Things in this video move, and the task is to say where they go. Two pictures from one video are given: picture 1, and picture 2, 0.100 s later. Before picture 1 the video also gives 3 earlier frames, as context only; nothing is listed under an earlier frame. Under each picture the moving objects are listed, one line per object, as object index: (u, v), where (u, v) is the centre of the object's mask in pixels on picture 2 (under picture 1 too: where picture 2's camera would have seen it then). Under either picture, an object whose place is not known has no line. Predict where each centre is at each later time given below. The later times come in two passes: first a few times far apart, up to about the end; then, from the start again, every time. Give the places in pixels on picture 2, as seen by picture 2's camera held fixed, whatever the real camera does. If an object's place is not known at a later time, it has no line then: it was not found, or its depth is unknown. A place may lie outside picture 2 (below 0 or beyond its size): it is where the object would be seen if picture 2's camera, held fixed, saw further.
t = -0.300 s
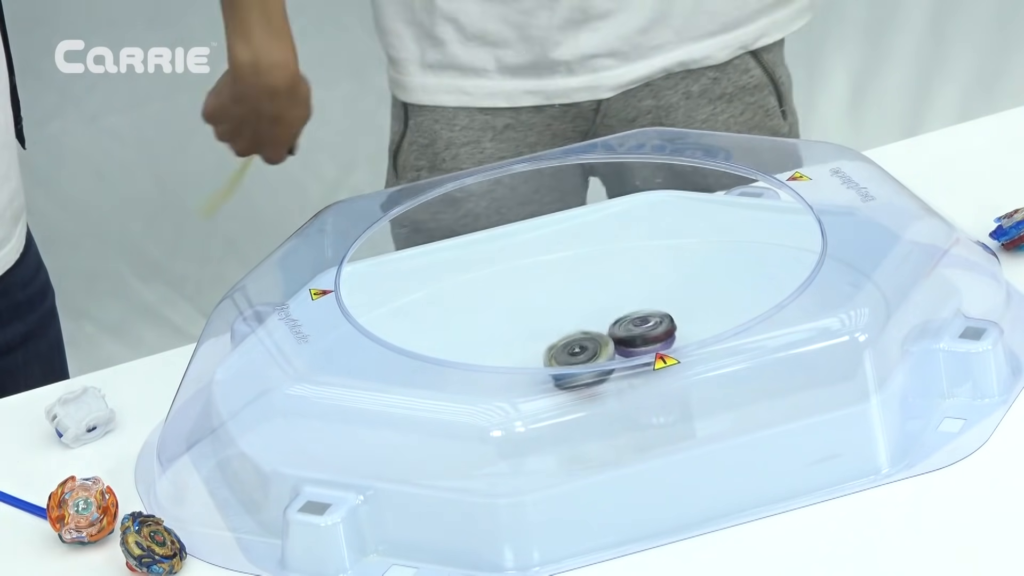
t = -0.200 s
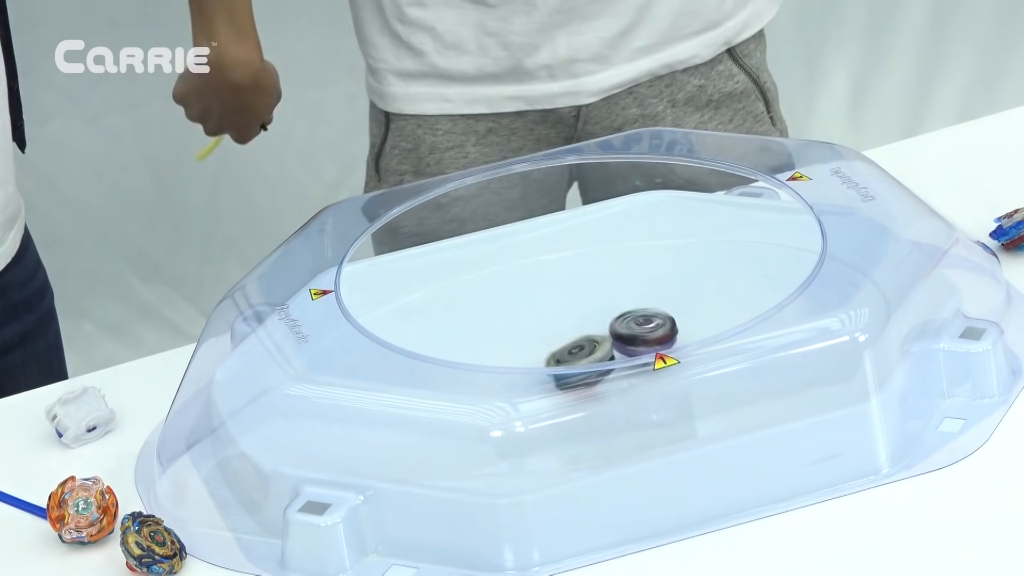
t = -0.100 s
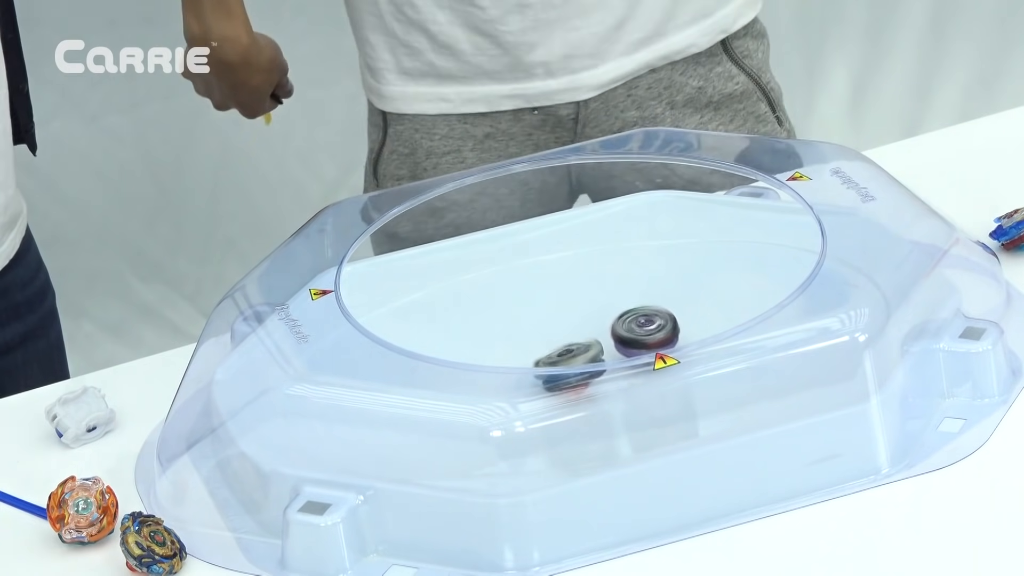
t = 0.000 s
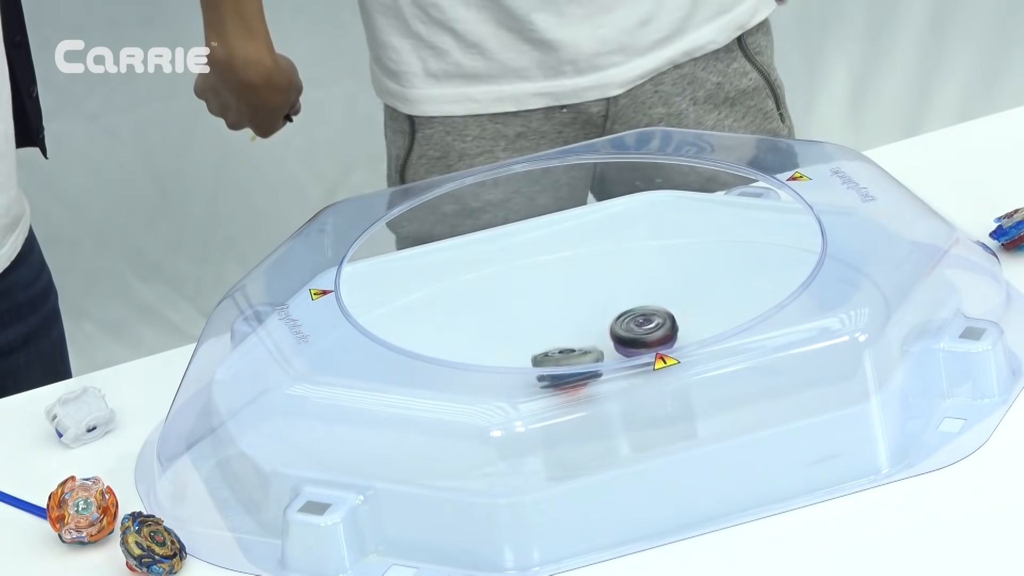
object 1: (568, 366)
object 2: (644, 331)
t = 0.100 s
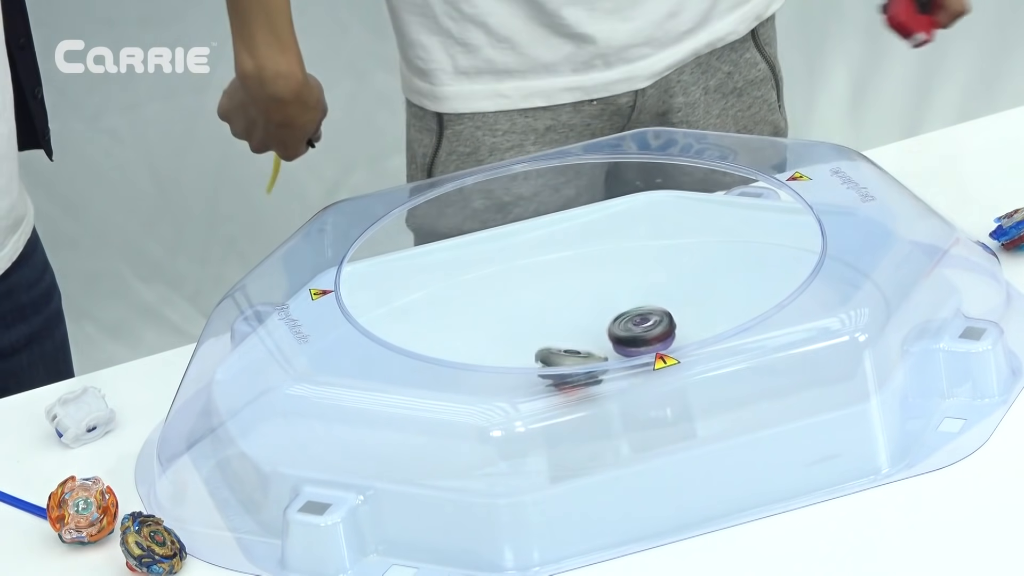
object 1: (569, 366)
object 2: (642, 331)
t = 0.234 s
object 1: (573, 363)
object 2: (641, 332)
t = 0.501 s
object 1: (577, 359)
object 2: (640, 330)
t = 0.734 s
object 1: (583, 361)
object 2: (639, 329)
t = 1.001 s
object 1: (586, 363)
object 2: (634, 330)
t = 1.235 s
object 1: (579, 362)
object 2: (635, 329)
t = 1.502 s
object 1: (586, 360)
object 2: (632, 328)
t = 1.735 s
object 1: (582, 363)
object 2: (629, 328)
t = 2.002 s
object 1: (573, 363)
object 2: (636, 326)
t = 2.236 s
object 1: (582, 360)
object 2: (636, 328)
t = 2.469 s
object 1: (582, 365)
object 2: (630, 330)
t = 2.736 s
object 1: (580, 364)
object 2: (623, 330)
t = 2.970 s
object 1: (582, 362)
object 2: (627, 326)
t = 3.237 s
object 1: (572, 366)
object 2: (628, 331)
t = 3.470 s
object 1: (574, 365)
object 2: (621, 332)
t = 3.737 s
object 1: (569, 373)
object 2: (622, 330)
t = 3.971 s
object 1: (554, 374)
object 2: (643, 327)
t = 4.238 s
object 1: (566, 362)
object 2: (638, 339)
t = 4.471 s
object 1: (548, 366)
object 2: (635, 341)
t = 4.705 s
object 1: (567, 356)
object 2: (633, 338)
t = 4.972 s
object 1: (573, 345)
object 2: (643, 337)
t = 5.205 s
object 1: (573, 343)
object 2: (637, 353)
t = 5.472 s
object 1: (564, 342)
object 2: (631, 357)
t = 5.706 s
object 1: (563, 342)
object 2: (634, 355)
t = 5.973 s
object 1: (565, 344)
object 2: (632, 351)
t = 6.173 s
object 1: (563, 353)
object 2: (632, 342)
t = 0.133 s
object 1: (570, 367)
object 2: (642, 331)
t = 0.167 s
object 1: (571, 366)
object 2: (642, 331)
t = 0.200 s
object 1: (572, 365)
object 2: (641, 331)
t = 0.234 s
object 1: (573, 363)
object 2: (641, 332)
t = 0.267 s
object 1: (573, 363)
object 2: (640, 332)
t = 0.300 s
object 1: (575, 361)
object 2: (639, 332)
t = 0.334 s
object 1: (576, 361)
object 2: (638, 332)
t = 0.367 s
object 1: (578, 360)
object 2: (638, 332)
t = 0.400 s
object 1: (579, 360)
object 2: (637, 332)
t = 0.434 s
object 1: (580, 358)
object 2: (637, 332)
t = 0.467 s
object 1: (578, 359)
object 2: (638, 331)
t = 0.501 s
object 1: (577, 359)
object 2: (640, 330)
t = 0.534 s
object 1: (578, 359)
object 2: (640, 330)
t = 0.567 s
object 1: (578, 360)
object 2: (640, 330)
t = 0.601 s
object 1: (579, 360)
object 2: (639, 329)
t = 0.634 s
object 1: (579, 361)
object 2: (639, 329)
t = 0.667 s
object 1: (581, 361)
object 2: (640, 329)
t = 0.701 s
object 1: (581, 361)
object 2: (639, 329)
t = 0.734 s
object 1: (583, 361)
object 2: (639, 329)
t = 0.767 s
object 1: (583, 362)
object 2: (638, 329)
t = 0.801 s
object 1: (584, 363)
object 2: (638, 329)
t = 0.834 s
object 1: (584, 363)
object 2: (638, 329)
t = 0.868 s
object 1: (585, 363)
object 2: (637, 329)
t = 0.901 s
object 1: (585, 362)
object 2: (637, 329)
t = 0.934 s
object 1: (585, 363)
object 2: (637, 329)
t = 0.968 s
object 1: (586, 362)
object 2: (635, 329)
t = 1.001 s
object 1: (586, 363)
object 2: (634, 330)
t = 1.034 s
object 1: (583, 363)
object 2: (636, 329)
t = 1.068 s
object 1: (581, 364)
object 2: (637, 329)
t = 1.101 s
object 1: (579, 363)
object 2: (636, 329)
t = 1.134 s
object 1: (578, 364)
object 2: (634, 329)
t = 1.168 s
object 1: (578, 363)
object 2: (634, 329)
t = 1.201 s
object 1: (578, 363)
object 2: (635, 329)
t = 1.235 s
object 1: (579, 362)
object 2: (635, 329)
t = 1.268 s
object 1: (579, 362)
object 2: (634, 329)
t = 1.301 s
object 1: (580, 361)
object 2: (633, 329)
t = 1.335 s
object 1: (581, 361)
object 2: (634, 329)
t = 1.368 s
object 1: (582, 361)
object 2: (634, 328)
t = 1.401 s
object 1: (583, 360)
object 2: (633, 328)
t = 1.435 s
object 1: (584, 360)
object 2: (633, 328)
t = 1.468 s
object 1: (585, 360)
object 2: (632, 328)
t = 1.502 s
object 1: (586, 360)
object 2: (632, 328)
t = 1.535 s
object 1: (586, 360)
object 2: (632, 328)
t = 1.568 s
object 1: (585, 362)
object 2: (632, 328)
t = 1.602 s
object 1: (585, 362)
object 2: (632, 328)
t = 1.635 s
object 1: (584, 363)
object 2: (630, 327)
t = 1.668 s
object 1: (583, 363)
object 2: (629, 327)
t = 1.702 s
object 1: (582, 364)
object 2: (630, 327)
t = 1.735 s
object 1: (582, 363)
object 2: (629, 328)
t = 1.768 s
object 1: (582, 364)
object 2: (628, 327)
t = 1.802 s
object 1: (582, 362)
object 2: (626, 328)
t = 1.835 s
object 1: (582, 363)
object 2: (627, 327)
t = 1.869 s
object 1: (582, 362)
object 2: (627, 328)
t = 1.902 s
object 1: (578, 363)
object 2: (631, 326)
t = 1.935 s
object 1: (575, 363)
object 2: (635, 325)
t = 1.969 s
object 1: (573, 363)
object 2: (635, 325)
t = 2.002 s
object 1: (573, 363)
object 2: (636, 326)
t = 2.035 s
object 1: (574, 362)
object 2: (636, 326)
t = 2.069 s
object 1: (574, 362)
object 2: (636, 326)
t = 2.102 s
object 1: (575, 361)
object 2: (637, 326)
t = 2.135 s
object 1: (577, 361)
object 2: (636, 327)
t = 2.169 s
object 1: (578, 361)
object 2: (636, 327)
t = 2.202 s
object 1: (579, 360)
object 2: (636, 328)
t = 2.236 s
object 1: (582, 360)
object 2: (636, 328)
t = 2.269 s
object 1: (583, 360)
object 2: (636, 329)
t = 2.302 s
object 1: (585, 360)
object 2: (635, 330)
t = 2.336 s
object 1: (586, 360)
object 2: (633, 330)
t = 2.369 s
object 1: (586, 361)
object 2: (633, 330)
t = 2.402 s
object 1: (584, 364)
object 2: (632, 330)
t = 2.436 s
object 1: (583, 364)
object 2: (631, 330)
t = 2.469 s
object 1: (582, 365)
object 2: (630, 330)
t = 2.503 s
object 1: (582, 365)
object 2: (627, 331)
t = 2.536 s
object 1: (581, 365)
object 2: (626, 331)
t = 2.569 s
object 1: (579, 365)
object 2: (625, 331)
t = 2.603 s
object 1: (580, 365)
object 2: (624, 331)
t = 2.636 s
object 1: (579, 365)
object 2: (623, 331)
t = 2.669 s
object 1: (579, 364)
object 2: (622, 331)
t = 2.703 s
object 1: (579, 365)
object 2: (622, 330)
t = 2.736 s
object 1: (580, 364)
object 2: (623, 330)
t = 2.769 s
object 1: (579, 363)
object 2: (624, 329)
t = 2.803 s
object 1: (579, 362)
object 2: (624, 328)
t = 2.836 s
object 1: (580, 362)
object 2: (624, 328)
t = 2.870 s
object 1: (580, 361)
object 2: (625, 327)
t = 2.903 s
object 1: (582, 361)
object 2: (626, 327)
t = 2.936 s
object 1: (582, 360)
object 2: (625, 326)
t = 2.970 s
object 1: (582, 362)
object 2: (627, 326)
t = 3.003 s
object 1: (577, 363)
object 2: (629, 326)
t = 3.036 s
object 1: (575, 364)
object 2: (631, 326)
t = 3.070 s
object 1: (573, 366)
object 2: (631, 327)
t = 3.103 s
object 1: (572, 366)
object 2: (630, 328)
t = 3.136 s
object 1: (573, 365)
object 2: (630, 329)
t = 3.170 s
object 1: (573, 365)
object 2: (629, 329)
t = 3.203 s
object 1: (572, 365)
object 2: (629, 330)
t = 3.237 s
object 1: (572, 366)
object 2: (628, 331)
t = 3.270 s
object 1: (572, 365)
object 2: (627, 332)
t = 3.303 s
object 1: (572, 365)
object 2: (625, 333)
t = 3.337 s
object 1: (573, 364)
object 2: (624, 333)
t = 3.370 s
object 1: (572, 364)
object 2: (622, 333)
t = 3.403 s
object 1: (574, 364)
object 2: (623, 333)
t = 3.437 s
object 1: (573, 364)
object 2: (622, 333)
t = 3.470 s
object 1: (574, 365)
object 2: (621, 332)
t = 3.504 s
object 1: (574, 365)
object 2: (621, 332)
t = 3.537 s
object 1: (574, 364)
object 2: (620, 332)
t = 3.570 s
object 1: (575, 365)
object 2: (619, 331)
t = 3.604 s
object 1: (575, 365)
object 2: (619, 332)
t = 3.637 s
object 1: (576, 364)
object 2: (617, 331)
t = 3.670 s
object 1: (576, 365)
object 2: (617, 331)
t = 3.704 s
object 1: (574, 366)
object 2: (617, 332)
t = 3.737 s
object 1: (569, 373)
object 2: (622, 330)
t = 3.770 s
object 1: (565, 373)
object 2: (627, 328)
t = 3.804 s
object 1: (561, 374)
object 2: (630, 327)
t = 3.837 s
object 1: (558, 375)
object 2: (634, 326)
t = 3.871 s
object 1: (557, 376)
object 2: (637, 326)
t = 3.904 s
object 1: (554, 375)
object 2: (640, 326)
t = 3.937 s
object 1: (554, 374)
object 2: (641, 327)
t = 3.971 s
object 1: (554, 374)
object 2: (643, 327)
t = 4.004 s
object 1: (554, 374)
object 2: (644, 328)
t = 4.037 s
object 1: (555, 367)
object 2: (645, 329)
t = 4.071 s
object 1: (556, 367)
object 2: (645, 331)
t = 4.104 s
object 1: (558, 366)
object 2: (646, 332)
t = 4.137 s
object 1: (560, 366)
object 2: (645, 334)
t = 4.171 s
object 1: (562, 365)
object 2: (644, 336)
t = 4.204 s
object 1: (565, 364)
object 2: (641, 338)
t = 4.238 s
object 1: (566, 362)
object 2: (638, 339)
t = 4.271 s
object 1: (567, 362)
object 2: (636, 341)
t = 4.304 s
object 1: (561, 363)
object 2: (638, 340)
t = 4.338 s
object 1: (555, 364)
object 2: (640, 340)
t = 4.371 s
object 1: (550, 365)
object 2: (638, 340)
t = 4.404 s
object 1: (548, 366)
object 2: (637, 341)
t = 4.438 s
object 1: (547, 366)
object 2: (635, 341)
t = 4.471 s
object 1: (548, 366)
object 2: (635, 341)
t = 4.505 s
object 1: (550, 363)
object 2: (634, 341)
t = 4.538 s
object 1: (552, 363)
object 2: (633, 340)
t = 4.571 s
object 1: (554, 361)
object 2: (631, 340)
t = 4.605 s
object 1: (558, 360)
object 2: (631, 340)
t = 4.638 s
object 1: (563, 358)
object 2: (631, 339)
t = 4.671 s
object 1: (566, 357)
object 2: (631, 338)
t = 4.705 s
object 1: (567, 356)
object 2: (633, 338)
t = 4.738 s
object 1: (567, 356)
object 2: (636, 337)
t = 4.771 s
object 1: (568, 355)
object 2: (639, 336)
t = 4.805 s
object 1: (569, 354)
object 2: (640, 336)
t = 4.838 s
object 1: (571, 353)
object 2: (642, 336)
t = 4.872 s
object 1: (572, 352)
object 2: (642, 336)
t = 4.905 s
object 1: (573, 352)
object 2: (643, 336)
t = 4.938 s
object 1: (573, 345)
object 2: (643, 337)
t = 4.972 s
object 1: (573, 345)
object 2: (643, 337)
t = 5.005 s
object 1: (573, 344)
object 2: (644, 338)
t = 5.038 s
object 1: (574, 344)
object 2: (644, 339)
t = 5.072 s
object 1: (574, 344)
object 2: (645, 340)
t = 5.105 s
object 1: (575, 343)
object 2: (643, 348)
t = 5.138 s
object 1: (574, 343)
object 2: (642, 350)
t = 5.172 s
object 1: (574, 343)
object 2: (639, 352)
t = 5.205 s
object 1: (573, 343)
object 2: (637, 353)
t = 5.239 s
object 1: (572, 342)
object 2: (636, 353)
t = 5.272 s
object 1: (572, 342)
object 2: (634, 356)
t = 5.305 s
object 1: (571, 342)
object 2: (633, 356)
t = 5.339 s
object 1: (571, 342)
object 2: (631, 356)
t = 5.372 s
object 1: (569, 342)
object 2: (631, 353)
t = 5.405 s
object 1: (569, 342)
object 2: (630, 356)
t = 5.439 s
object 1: (567, 342)
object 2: (630, 357)
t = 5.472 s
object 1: (564, 342)
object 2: (631, 357)
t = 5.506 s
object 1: (563, 342)
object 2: (631, 357)
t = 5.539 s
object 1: (563, 342)
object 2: (630, 357)
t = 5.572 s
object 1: (562, 341)
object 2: (628, 356)
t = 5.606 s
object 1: (562, 342)
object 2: (630, 357)
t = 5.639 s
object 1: (562, 342)
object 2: (630, 356)
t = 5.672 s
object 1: (563, 342)
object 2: (632, 356)
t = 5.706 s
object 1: (563, 342)
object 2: (634, 355)
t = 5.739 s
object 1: (563, 342)
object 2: (634, 355)
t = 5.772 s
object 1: (564, 342)
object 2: (633, 354)
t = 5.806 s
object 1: (565, 342)
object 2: (632, 355)
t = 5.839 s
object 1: (566, 342)
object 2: (631, 354)
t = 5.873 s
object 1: (567, 342)
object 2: (631, 354)
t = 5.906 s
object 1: (566, 343)
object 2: (631, 353)
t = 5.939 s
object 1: (566, 343)
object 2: (632, 354)
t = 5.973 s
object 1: (565, 344)
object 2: (632, 351)
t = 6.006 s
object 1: (564, 351)
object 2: (633, 352)
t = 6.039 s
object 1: (562, 352)
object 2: (634, 350)
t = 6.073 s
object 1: (560, 353)
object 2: (632, 350)
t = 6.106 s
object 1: (560, 353)
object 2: (631, 349)
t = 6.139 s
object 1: (561, 353)
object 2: (631, 348)
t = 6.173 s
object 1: (563, 353)
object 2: (632, 342)
